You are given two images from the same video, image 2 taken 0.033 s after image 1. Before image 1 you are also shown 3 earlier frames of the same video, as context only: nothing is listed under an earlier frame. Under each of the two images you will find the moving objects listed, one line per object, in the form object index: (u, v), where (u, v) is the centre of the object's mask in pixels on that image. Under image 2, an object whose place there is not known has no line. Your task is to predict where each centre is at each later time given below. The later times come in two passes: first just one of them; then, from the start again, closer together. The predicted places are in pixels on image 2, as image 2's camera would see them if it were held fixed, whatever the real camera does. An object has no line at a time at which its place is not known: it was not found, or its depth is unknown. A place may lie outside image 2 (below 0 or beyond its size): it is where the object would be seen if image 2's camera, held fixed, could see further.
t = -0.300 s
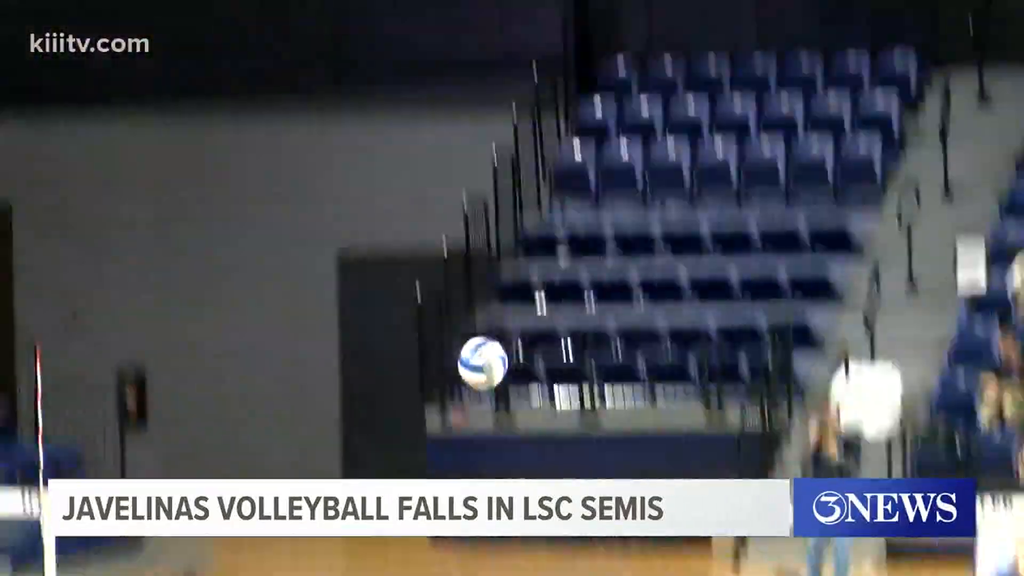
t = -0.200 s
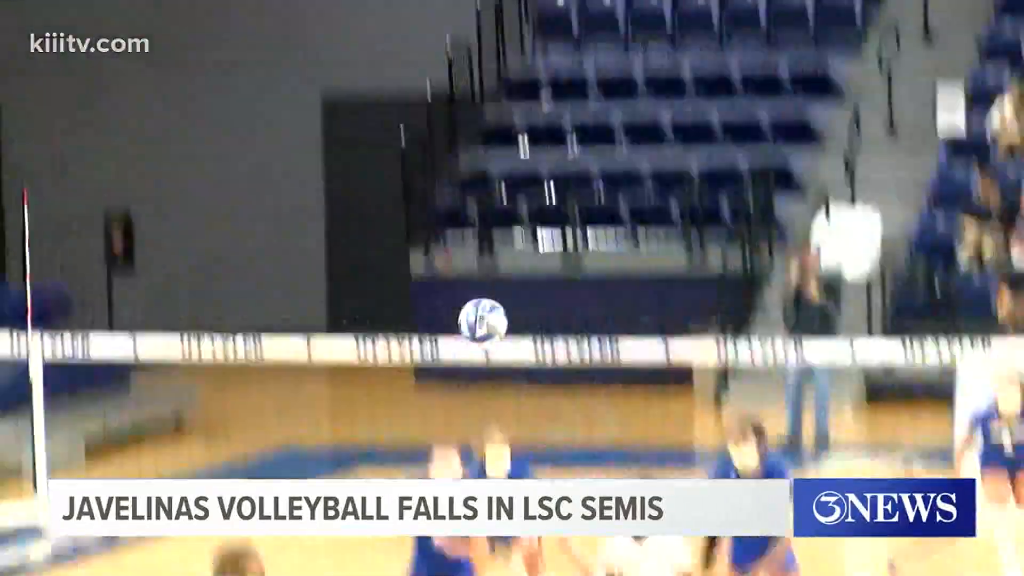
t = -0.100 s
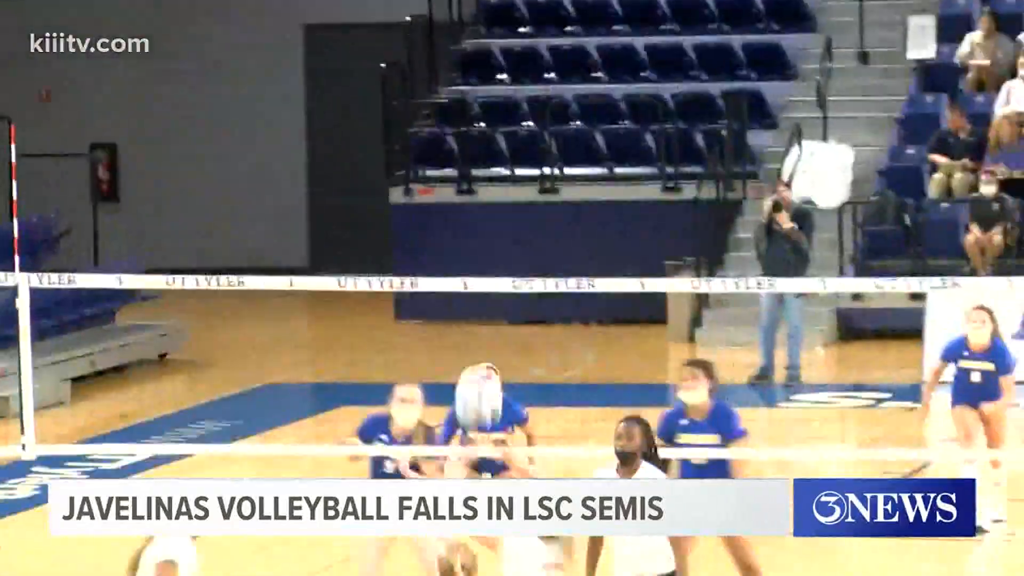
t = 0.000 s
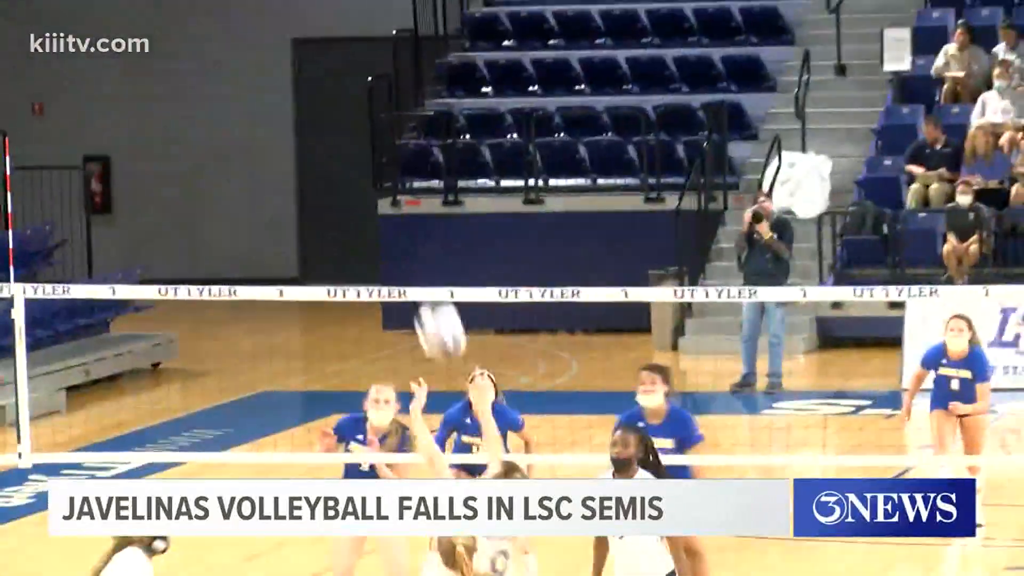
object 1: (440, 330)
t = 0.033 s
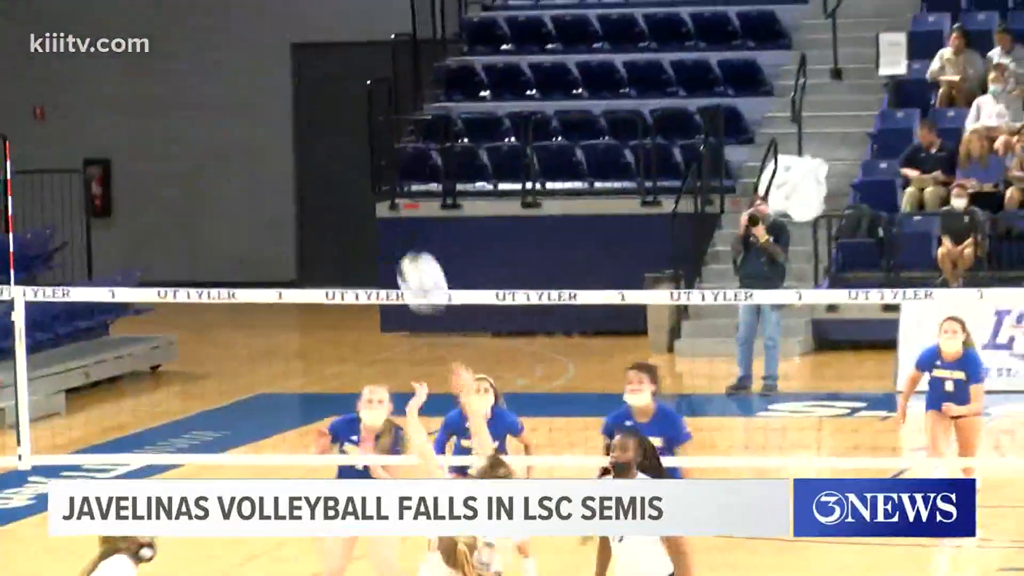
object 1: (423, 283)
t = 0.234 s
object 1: (337, 39)
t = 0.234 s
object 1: (337, 39)
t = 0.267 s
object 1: (334, 15)
